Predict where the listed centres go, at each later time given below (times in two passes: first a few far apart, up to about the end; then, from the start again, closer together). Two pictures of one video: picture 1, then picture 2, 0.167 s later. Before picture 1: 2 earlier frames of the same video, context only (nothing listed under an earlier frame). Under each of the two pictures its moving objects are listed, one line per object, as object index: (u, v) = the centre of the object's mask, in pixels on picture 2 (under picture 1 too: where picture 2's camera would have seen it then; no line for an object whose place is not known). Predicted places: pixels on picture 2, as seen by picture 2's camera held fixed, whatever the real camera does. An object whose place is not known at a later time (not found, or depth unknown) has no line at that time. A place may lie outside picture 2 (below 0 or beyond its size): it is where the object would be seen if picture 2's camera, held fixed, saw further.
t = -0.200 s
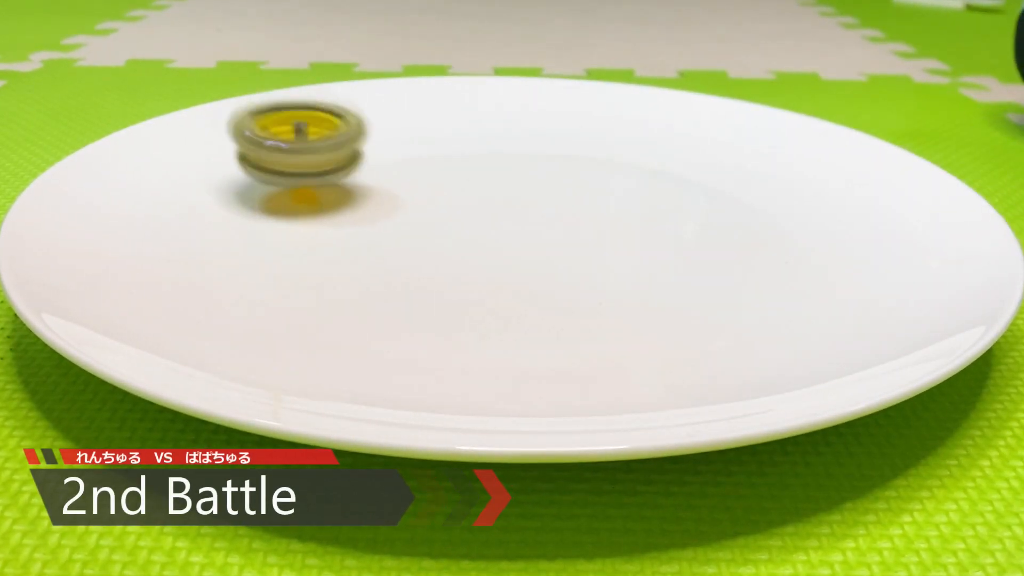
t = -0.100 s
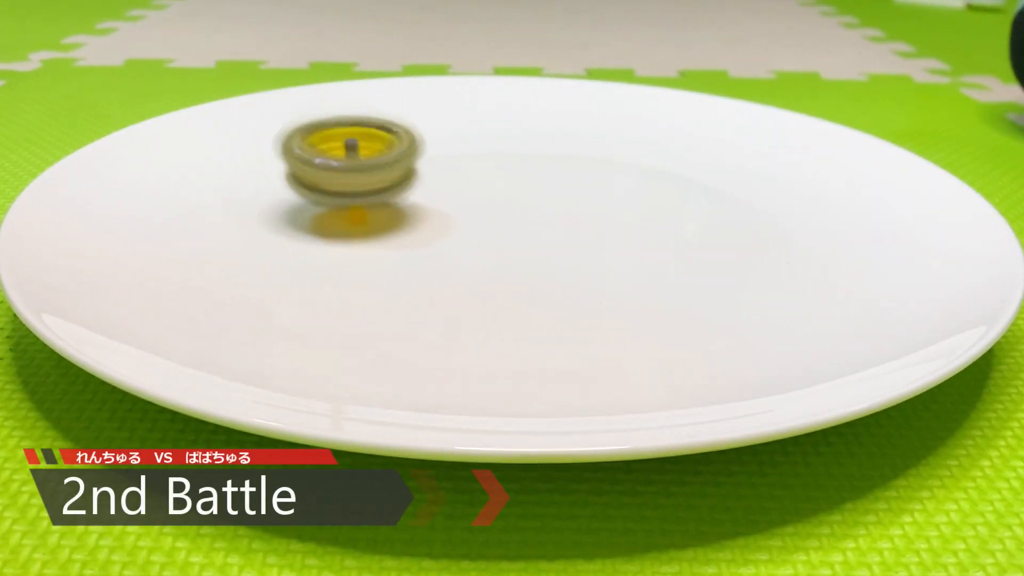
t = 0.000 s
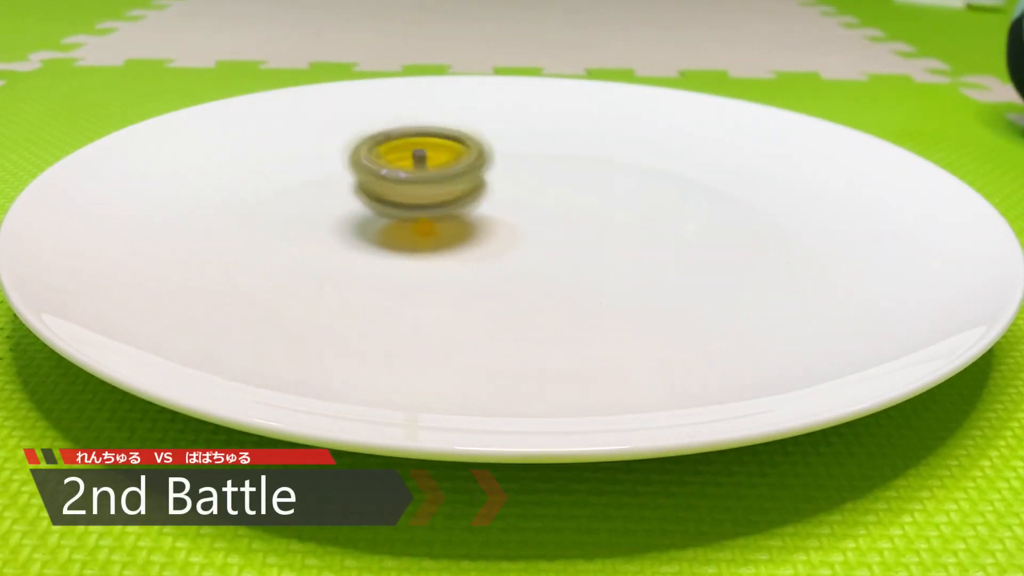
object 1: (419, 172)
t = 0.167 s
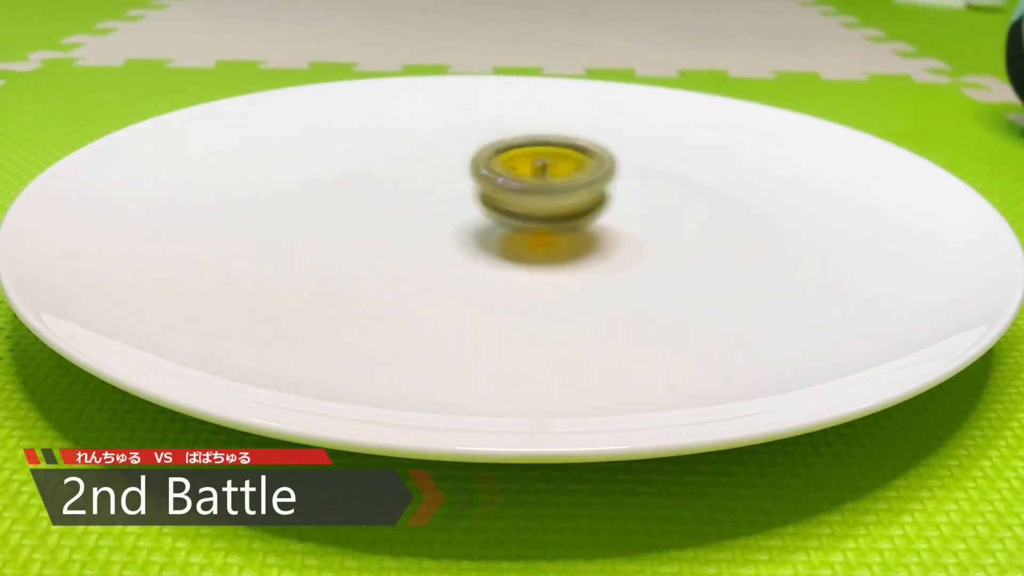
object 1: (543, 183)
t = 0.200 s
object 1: (568, 184)
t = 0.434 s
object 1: (738, 195)
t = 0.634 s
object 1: (855, 194)
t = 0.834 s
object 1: (850, 165)
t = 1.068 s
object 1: (754, 153)
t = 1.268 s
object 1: (693, 167)
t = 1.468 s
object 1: (624, 191)
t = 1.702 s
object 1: (514, 221)
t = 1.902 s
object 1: (413, 241)
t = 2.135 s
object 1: (295, 261)
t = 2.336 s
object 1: (318, 272)
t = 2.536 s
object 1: (363, 255)
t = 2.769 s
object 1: (361, 217)
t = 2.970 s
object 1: (375, 189)
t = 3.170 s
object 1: (406, 167)
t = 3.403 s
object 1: (450, 143)
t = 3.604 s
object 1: (491, 127)
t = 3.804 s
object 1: (528, 115)
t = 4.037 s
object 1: (567, 106)
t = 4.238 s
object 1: (583, 104)
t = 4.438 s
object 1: (607, 112)
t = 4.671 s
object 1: (641, 122)
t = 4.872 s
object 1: (657, 137)
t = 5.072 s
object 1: (667, 153)
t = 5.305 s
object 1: (664, 176)
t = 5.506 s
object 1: (639, 197)
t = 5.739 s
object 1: (583, 223)
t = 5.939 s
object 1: (524, 243)
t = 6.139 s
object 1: (457, 257)
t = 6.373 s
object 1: (382, 259)
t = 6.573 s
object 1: (325, 253)
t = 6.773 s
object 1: (285, 238)
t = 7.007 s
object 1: (267, 220)
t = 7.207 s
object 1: (274, 206)
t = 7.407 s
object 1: (301, 187)
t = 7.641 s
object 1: (349, 170)
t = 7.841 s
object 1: (400, 161)
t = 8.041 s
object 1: (457, 155)
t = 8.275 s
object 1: (527, 150)
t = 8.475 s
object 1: (583, 149)
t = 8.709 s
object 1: (636, 155)
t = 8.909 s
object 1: (676, 161)
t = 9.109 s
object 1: (701, 174)
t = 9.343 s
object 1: (713, 187)
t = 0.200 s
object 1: (568, 184)
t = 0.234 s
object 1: (592, 186)
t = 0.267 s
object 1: (618, 187)
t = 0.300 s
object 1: (642, 188)
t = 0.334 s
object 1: (666, 191)
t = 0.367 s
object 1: (690, 191)
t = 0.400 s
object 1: (713, 193)
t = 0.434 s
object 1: (738, 195)
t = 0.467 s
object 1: (759, 195)
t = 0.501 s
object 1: (782, 197)
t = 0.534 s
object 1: (804, 198)
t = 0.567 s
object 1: (824, 198)
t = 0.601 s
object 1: (842, 196)
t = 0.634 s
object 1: (855, 194)
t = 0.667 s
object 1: (866, 189)
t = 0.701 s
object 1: (871, 186)
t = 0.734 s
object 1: (872, 179)
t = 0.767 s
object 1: (868, 175)
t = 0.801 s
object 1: (861, 169)
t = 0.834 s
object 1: (850, 165)
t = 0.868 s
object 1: (837, 160)
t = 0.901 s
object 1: (823, 156)
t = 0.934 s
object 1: (810, 154)
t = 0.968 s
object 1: (797, 151)
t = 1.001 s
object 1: (782, 151)
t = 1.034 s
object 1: (768, 151)
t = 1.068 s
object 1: (754, 153)
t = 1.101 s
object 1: (743, 153)
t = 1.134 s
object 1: (733, 156)
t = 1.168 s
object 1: (723, 158)
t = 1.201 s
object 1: (713, 161)
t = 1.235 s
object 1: (702, 165)
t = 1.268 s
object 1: (693, 167)
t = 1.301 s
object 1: (683, 172)
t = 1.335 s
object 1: (672, 175)
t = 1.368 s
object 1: (662, 178)
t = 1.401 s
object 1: (649, 184)
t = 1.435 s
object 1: (637, 187)
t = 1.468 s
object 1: (624, 191)
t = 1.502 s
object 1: (609, 197)
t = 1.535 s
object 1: (594, 200)
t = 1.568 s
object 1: (580, 203)
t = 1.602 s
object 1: (563, 209)
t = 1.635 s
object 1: (547, 212)
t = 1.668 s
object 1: (531, 216)
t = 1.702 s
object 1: (514, 221)
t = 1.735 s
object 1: (497, 224)
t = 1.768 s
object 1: (482, 227)
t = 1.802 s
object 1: (465, 232)
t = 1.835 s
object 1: (447, 236)
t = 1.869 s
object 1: (430, 238)
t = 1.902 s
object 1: (413, 241)
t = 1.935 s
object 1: (394, 246)
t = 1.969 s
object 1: (375, 249)
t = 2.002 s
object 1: (358, 251)
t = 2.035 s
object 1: (341, 253)
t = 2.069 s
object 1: (322, 258)
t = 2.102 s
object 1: (305, 260)
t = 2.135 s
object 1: (295, 261)
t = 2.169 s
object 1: (292, 262)
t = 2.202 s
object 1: (292, 266)
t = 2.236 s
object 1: (294, 269)
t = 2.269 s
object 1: (299, 270)
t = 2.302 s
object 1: (307, 271)
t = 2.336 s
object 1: (318, 272)
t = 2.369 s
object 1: (327, 273)
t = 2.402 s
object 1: (338, 272)
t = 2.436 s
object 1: (349, 270)
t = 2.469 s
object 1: (357, 264)
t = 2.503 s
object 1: (362, 260)
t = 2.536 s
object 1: (363, 255)
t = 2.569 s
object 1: (362, 251)
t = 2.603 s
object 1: (361, 245)
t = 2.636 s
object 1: (360, 239)
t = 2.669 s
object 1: (359, 233)
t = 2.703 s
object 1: (360, 227)
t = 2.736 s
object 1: (360, 221)
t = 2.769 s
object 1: (361, 217)
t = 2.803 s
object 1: (361, 212)
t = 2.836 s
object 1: (363, 207)
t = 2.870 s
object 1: (365, 203)
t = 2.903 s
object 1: (367, 197)
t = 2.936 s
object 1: (371, 193)
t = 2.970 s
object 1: (375, 189)
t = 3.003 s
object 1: (381, 185)
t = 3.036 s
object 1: (386, 181)
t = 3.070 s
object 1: (390, 178)
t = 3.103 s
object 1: (395, 175)
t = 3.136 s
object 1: (400, 171)
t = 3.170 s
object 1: (406, 167)
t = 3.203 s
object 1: (411, 164)
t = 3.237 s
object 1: (418, 160)
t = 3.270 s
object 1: (424, 156)
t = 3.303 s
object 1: (431, 152)
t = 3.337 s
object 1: (437, 149)
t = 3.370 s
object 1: (443, 145)
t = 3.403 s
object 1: (450, 143)
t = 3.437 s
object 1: (456, 140)
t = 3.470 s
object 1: (463, 137)
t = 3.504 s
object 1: (470, 134)
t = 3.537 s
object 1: (478, 131)
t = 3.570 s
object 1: (484, 129)
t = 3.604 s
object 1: (491, 127)
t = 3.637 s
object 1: (497, 125)
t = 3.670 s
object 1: (504, 122)
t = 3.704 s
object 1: (510, 121)
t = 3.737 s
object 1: (516, 118)
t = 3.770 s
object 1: (522, 116)
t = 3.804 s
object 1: (528, 115)
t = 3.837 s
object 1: (533, 113)
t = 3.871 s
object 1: (539, 111)
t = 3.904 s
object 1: (544, 110)
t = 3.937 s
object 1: (550, 109)
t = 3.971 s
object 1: (554, 107)
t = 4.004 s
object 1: (560, 107)
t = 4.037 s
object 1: (567, 106)
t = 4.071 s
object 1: (573, 105)
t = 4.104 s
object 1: (579, 105)
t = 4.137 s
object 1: (582, 104)
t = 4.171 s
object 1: (584, 104)
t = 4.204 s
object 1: (584, 104)
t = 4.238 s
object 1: (583, 104)
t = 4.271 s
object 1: (583, 105)
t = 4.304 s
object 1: (586, 106)
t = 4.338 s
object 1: (590, 108)
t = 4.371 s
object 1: (595, 109)
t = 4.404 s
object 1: (600, 110)
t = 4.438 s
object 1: (607, 112)
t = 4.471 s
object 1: (613, 113)
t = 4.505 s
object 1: (618, 115)
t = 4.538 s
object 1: (624, 116)
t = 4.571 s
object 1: (629, 118)
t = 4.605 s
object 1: (634, 119)
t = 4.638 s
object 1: (638, 121)
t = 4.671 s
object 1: (641, 122)
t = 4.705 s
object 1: (644, 124)
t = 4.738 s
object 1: (646, 127)
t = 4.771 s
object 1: (649, 130)
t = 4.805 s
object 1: (652, 132)
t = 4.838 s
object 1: (654, 135)
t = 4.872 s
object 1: (657, 137)
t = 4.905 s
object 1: (659, 140)
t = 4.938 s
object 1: (661, 142)
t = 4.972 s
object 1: (663, 144)
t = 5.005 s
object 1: (665, 147)
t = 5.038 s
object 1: (665, 150)
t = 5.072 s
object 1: (667, 153)
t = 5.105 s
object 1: (668, 157)
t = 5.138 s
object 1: (668, 160)
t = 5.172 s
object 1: (669, 163)
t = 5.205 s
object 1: (669, 166)
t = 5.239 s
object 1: (669, 169)
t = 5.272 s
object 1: (666, 172)
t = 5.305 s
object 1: (664, 176)
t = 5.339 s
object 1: (662, 180)
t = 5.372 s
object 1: (657, 184)
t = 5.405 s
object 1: (654, 188)
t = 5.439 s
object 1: (651, 190)
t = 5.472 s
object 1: (646, 193)
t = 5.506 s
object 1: (639, 197)
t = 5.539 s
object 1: (633, 201)
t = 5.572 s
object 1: (626, 205)
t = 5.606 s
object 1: (618, 209)
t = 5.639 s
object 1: (611, 213)
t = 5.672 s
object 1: (602, 215)
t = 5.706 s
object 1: (593, 219)
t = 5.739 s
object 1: (583, 223)
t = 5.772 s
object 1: (573, 227)
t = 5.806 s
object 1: (564, 231)
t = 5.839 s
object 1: (555, 233)
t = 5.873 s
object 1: (545, 236)
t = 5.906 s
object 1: (535, 239)
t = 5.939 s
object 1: (524, 243)
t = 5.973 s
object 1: (513, 246)
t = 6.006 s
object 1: (504, 249)
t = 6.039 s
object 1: (493, 250)
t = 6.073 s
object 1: (481, 252)
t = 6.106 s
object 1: (468, 255)
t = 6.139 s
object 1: (457, 257)
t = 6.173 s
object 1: (447, 257)
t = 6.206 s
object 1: (436, 257)
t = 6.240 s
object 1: (424, 259)
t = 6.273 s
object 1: (412, 261)
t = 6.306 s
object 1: (404, 261)
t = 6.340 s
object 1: (393, 260)
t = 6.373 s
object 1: (382, 259)
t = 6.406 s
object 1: (372, 260)
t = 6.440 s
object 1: (363, 260)
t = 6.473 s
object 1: (354, 258)
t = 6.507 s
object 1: (345, 255)
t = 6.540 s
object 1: (335, 254)
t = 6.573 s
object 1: (325, 253)
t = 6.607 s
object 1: (318, 251)
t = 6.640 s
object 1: (311, 247)
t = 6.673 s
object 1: (302, 245)
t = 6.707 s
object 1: (294, 244)
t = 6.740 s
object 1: (289, 242)
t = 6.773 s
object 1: (285, 238)
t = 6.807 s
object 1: (279, 236)
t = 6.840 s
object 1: (276, 235)
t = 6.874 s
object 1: (275, 232)
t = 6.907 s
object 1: (273, 227)
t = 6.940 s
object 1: (266, 222)
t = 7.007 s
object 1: (267, 220)
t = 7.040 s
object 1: (266, 217)
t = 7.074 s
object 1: (266, 215)
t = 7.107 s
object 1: (269, 211)
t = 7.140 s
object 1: (271, 207)
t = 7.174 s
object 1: (271, 205)
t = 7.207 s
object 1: (274, 206)
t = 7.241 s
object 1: (279, 197)
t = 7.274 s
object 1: (282, 196)
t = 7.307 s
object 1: (286, 195)
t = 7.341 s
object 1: (291, 192)
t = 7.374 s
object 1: (297, 188)
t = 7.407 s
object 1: (301, 187)
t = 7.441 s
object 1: (307, 183)
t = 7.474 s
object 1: (313, 180)
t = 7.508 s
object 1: (318, 178)
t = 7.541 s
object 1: (326, 177)
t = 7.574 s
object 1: (334, 173)
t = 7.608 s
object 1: (341, 171)
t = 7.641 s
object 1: (349, 170)
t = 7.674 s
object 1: (358, 168)
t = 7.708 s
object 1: (367, 165)
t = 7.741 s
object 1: (375, 165)
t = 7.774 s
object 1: (383, 163)
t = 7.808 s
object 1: (393, 161)
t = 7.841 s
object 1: (400, 161)
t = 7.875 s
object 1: (410, 160)
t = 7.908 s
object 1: (420, 157)
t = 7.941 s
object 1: (429, 158)
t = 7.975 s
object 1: (439, 156)
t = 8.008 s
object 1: (449, 154)
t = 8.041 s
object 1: (457, 155)
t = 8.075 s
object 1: (468, 153)
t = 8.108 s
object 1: (477, 151)
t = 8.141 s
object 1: (487, 152)
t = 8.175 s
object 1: (498, 151)
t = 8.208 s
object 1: (507, 150)
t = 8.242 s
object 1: (517, 151)
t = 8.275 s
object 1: (527, 150)
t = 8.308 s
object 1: (536, 149)
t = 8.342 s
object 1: (546, 149)
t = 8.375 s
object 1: (556, 149)
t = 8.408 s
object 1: (564, 149)
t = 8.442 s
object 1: (573, 150)
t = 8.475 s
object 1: (583, 149)
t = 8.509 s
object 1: (590, 151)
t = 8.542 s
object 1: (599, 150)
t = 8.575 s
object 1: (607, 150)
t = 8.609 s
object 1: (614, 152)
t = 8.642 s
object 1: (623, 152)
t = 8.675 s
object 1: (629, 153)
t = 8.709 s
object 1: (636, 155)
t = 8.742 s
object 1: (644, 154)
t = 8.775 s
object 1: (650, 157)
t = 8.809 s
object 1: (658, 157)
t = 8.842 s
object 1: (663, 159)
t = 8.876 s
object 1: (669, 161)
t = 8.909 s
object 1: (676, 161)
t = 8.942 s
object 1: (680, 164)
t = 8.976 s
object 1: (685, 165)
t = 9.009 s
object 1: (689, 166)
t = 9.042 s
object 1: (693, 169)
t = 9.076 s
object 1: (698, 170)
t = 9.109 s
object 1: (701, 174)
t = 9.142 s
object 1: (704, 175)
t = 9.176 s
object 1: (707, 176)
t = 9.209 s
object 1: (708, 179)
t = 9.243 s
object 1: (712, 180)
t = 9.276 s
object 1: (712, 184)
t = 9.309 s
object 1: (713, 186)
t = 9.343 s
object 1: (713, 187)
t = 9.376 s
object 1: (712, 190)
